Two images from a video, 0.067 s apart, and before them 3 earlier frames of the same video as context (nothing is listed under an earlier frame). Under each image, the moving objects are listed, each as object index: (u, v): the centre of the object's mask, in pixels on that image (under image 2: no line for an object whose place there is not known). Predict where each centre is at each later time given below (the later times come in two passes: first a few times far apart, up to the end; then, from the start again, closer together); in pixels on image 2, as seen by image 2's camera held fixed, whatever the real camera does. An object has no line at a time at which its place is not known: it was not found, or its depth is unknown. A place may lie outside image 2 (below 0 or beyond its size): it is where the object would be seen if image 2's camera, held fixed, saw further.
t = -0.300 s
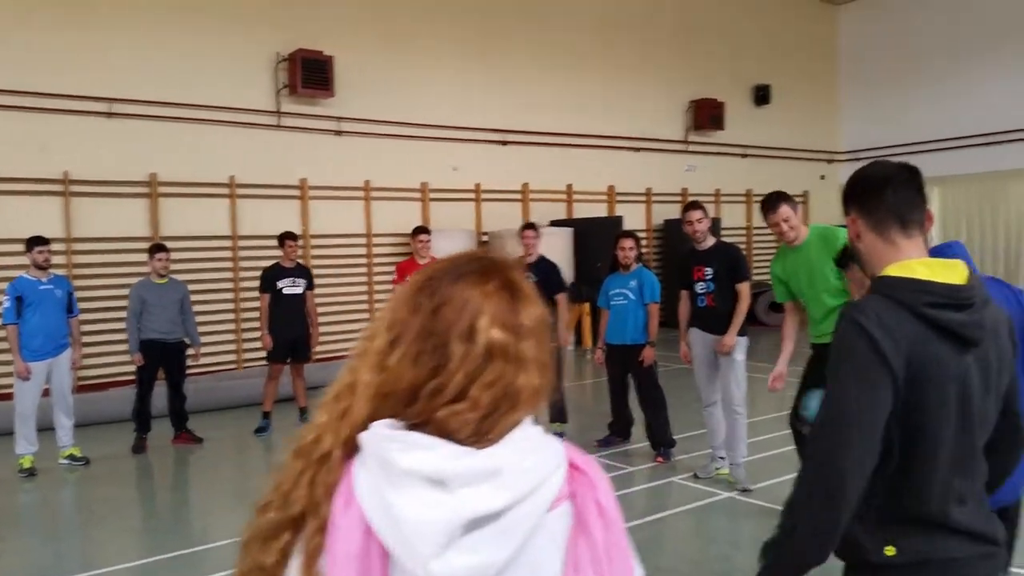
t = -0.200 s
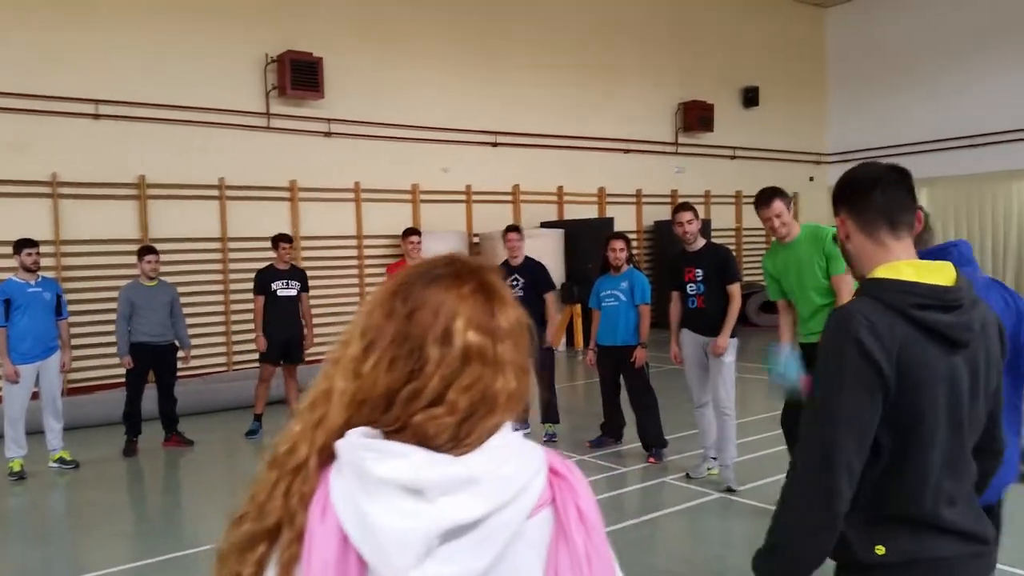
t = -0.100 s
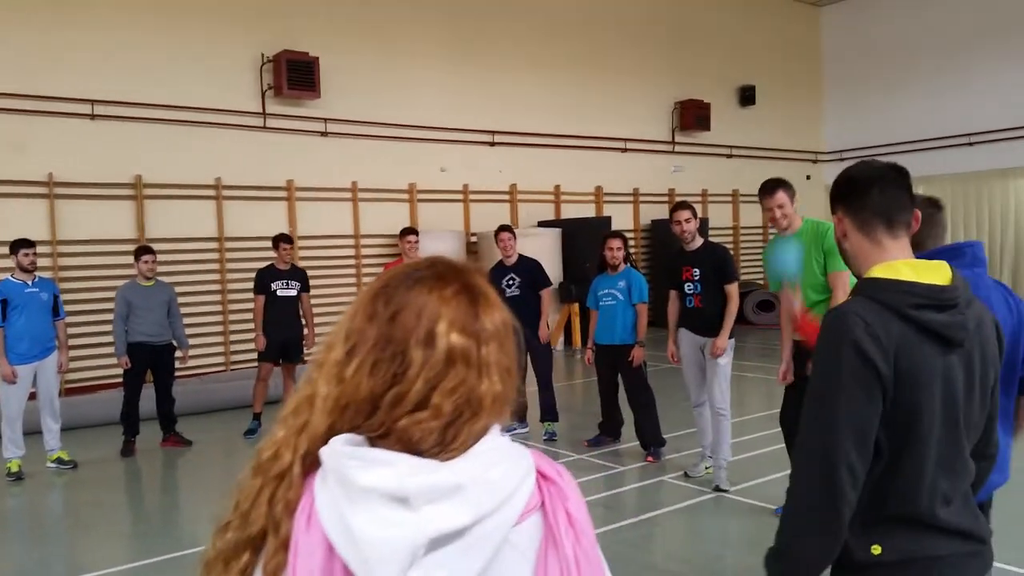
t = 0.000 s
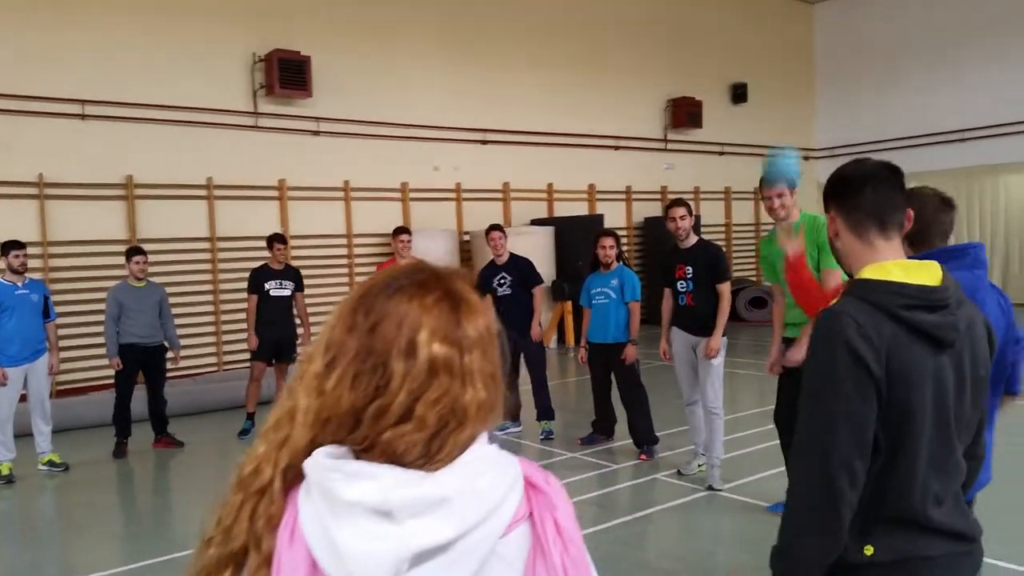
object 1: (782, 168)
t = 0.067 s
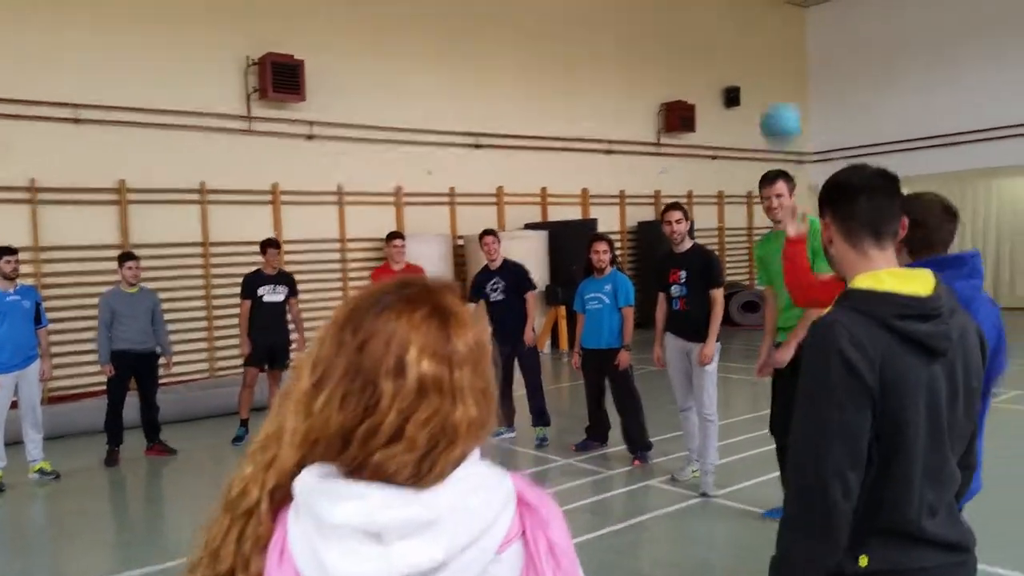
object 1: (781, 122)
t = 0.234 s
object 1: (798, 47)
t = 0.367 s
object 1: (814, 30)
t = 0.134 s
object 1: (788, 88)
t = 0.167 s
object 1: (794, 71)
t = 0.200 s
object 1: (794, 56)
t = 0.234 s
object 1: (798, 47)
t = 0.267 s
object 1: (804, 40)
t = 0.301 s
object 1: (808, 34)
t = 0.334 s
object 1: (811, 29)
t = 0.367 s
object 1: (814, 30)
